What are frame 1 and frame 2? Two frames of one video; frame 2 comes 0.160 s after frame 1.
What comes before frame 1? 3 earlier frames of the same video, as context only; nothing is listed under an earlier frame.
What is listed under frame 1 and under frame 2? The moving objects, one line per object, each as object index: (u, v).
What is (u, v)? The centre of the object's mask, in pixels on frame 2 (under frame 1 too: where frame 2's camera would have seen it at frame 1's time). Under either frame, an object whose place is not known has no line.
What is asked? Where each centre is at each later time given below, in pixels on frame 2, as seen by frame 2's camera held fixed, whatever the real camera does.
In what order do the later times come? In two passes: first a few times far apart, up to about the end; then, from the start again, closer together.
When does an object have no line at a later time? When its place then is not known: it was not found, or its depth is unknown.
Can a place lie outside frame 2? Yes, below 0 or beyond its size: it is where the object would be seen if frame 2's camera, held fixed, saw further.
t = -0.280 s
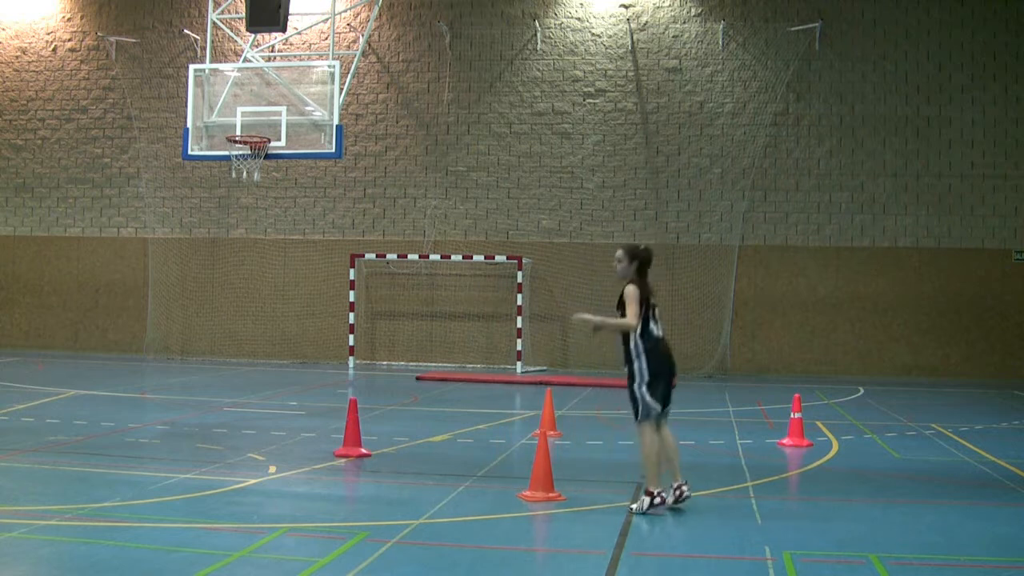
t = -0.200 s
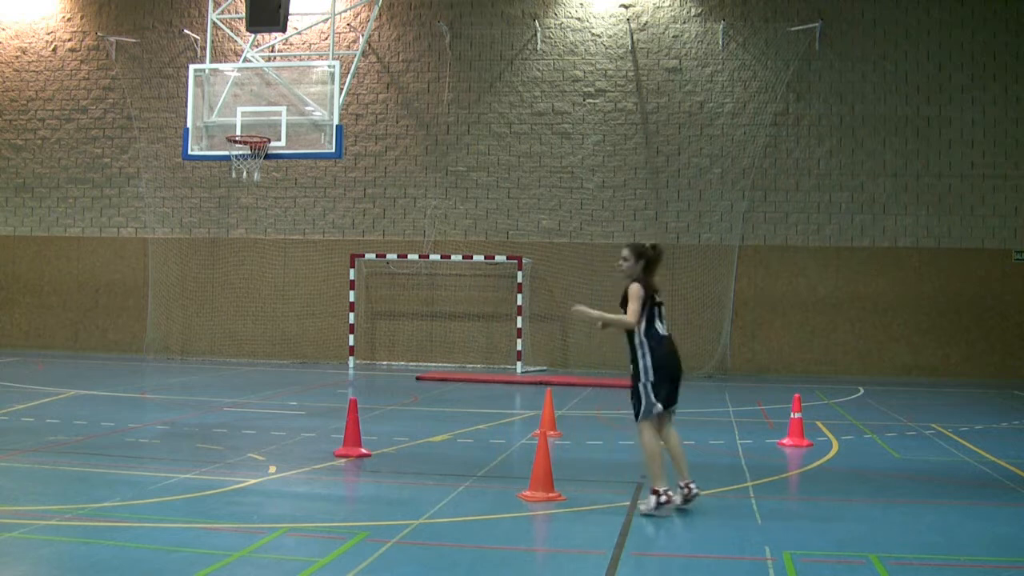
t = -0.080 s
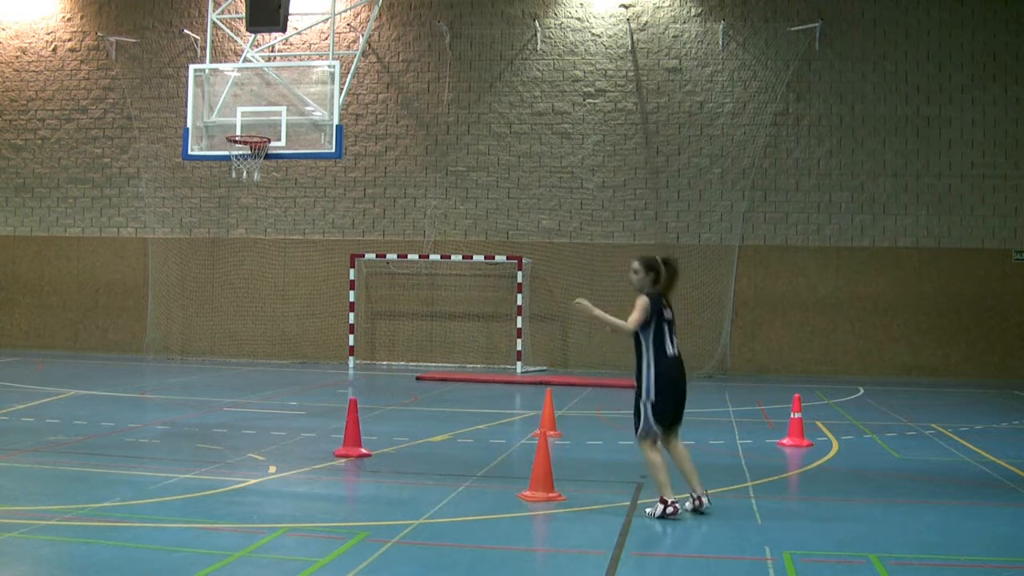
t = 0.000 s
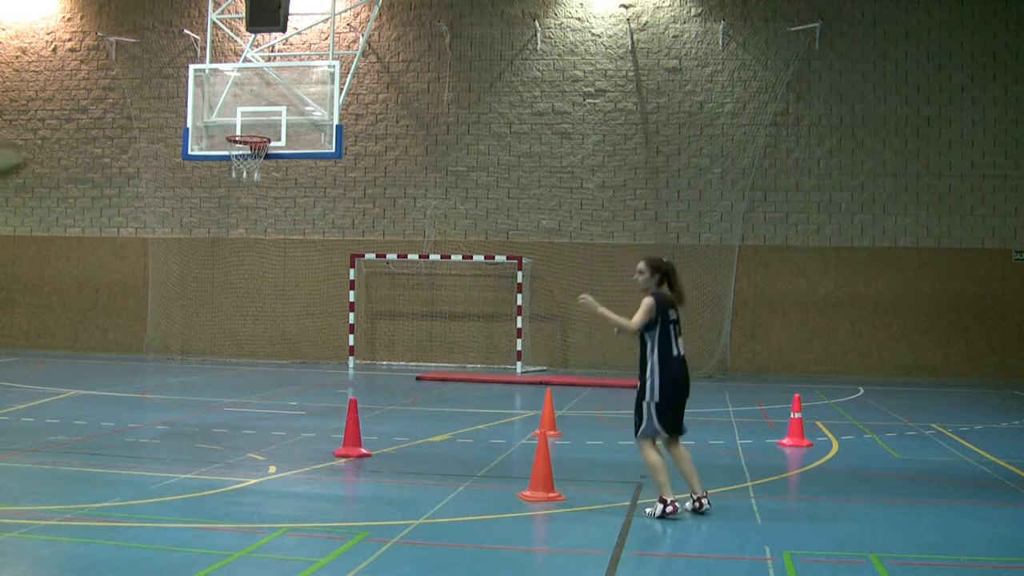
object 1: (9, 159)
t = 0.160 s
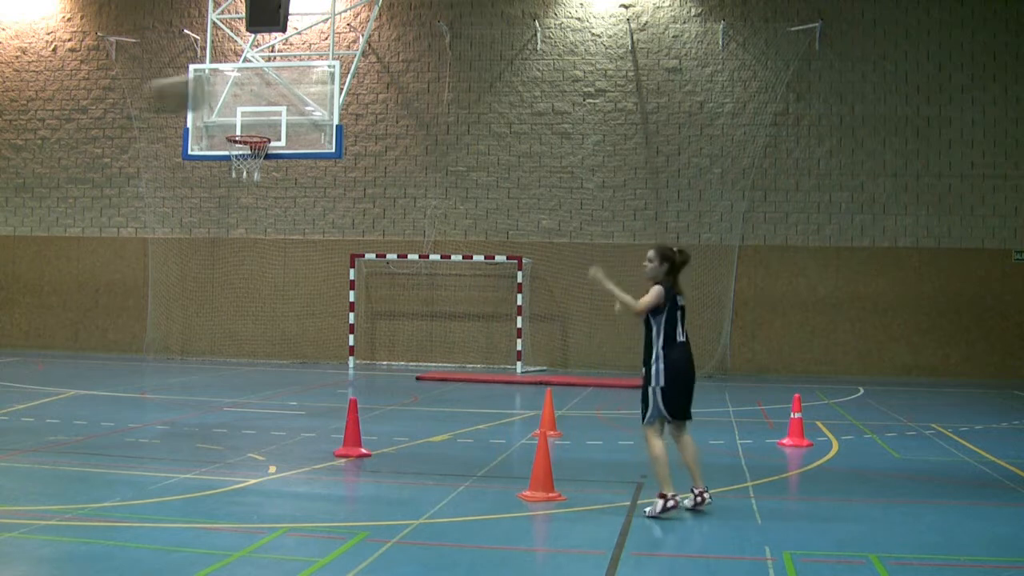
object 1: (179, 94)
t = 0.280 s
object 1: (298, 83)
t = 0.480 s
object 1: (472, 109)
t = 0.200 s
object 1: (220, 89)
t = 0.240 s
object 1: (263, 84)
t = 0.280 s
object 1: (298, 83)
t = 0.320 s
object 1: (337, 80)
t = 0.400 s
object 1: (411, 91)
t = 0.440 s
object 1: (439, 97)
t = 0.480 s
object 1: (472, 109)
